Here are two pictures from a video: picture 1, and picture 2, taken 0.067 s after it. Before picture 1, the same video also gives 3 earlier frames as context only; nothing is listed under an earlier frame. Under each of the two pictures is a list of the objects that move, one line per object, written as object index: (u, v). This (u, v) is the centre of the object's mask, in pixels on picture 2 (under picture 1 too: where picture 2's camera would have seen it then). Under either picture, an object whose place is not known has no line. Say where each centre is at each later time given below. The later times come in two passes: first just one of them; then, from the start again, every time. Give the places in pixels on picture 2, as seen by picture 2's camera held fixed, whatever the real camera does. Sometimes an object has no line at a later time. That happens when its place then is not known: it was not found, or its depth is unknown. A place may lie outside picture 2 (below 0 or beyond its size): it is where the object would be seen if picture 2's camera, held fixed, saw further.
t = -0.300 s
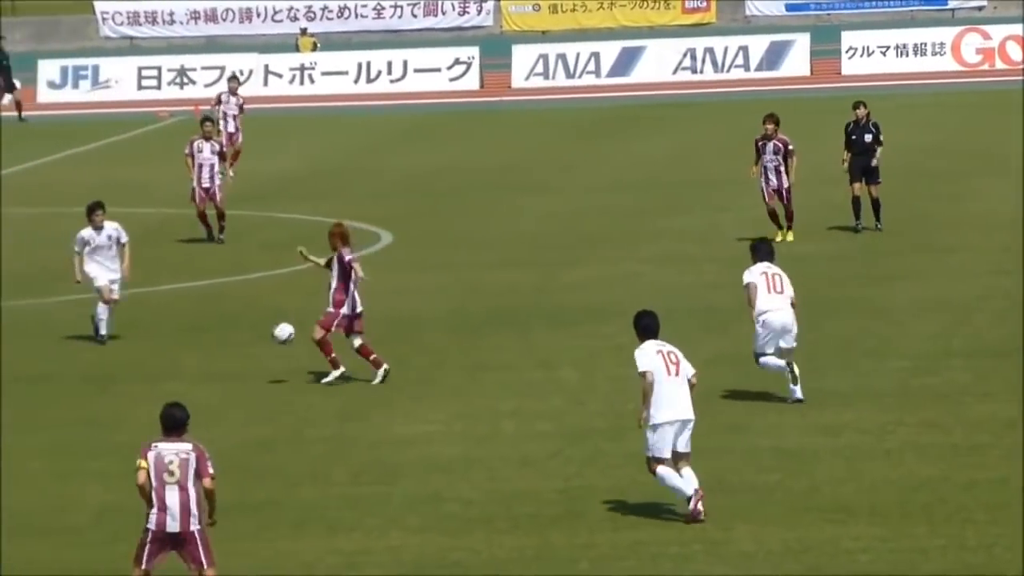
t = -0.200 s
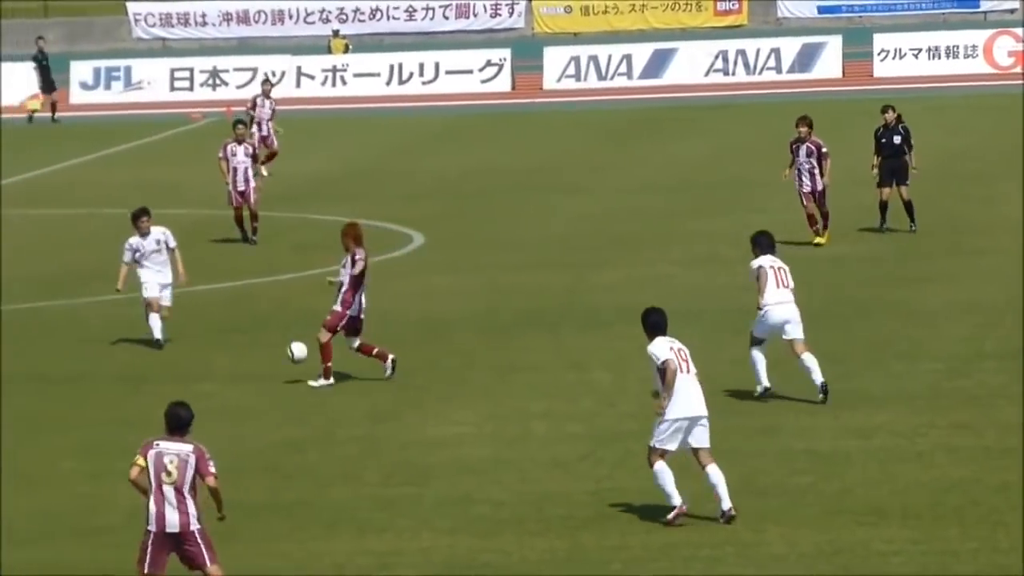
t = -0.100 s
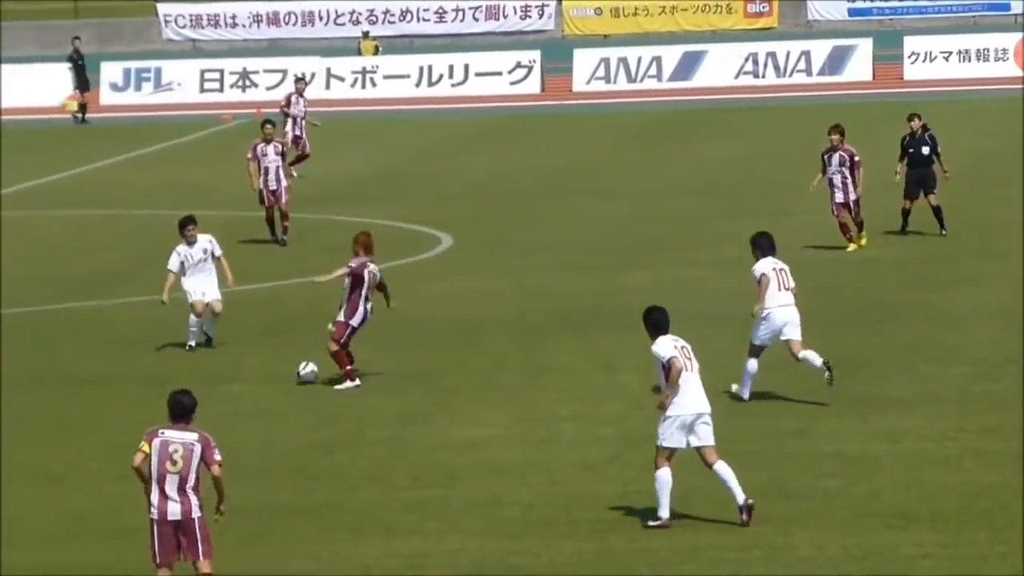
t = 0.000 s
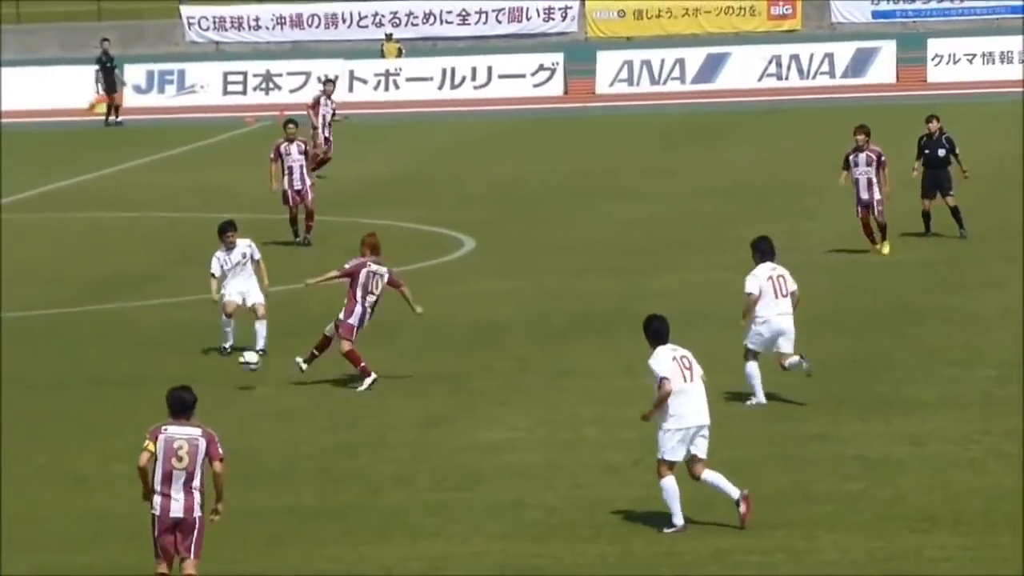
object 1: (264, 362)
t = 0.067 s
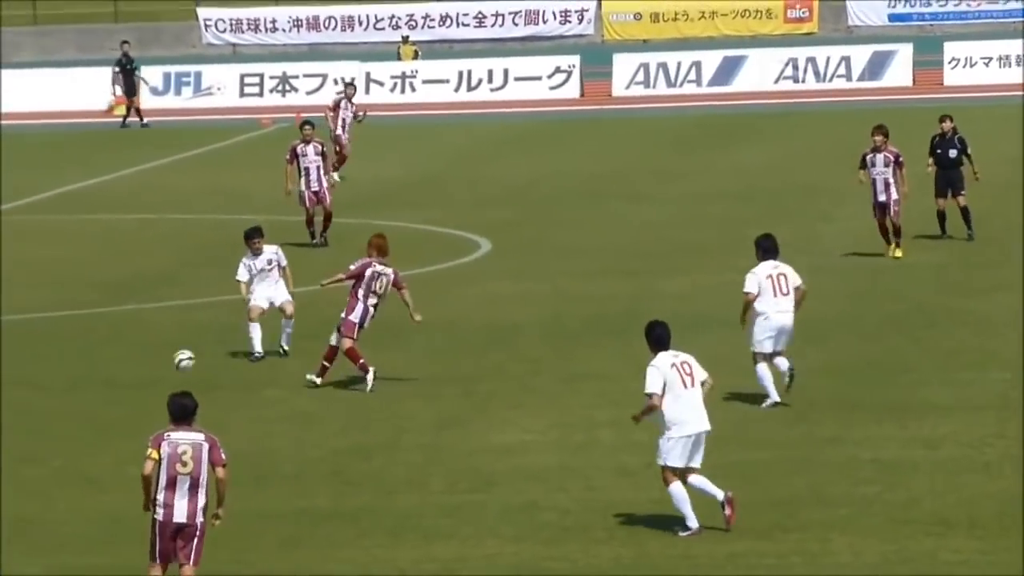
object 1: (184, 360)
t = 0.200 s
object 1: (19, 369)
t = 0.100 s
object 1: (143, 361)
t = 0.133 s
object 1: (102, 362)
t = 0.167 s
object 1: (60, 365)
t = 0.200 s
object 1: (19, 369)
